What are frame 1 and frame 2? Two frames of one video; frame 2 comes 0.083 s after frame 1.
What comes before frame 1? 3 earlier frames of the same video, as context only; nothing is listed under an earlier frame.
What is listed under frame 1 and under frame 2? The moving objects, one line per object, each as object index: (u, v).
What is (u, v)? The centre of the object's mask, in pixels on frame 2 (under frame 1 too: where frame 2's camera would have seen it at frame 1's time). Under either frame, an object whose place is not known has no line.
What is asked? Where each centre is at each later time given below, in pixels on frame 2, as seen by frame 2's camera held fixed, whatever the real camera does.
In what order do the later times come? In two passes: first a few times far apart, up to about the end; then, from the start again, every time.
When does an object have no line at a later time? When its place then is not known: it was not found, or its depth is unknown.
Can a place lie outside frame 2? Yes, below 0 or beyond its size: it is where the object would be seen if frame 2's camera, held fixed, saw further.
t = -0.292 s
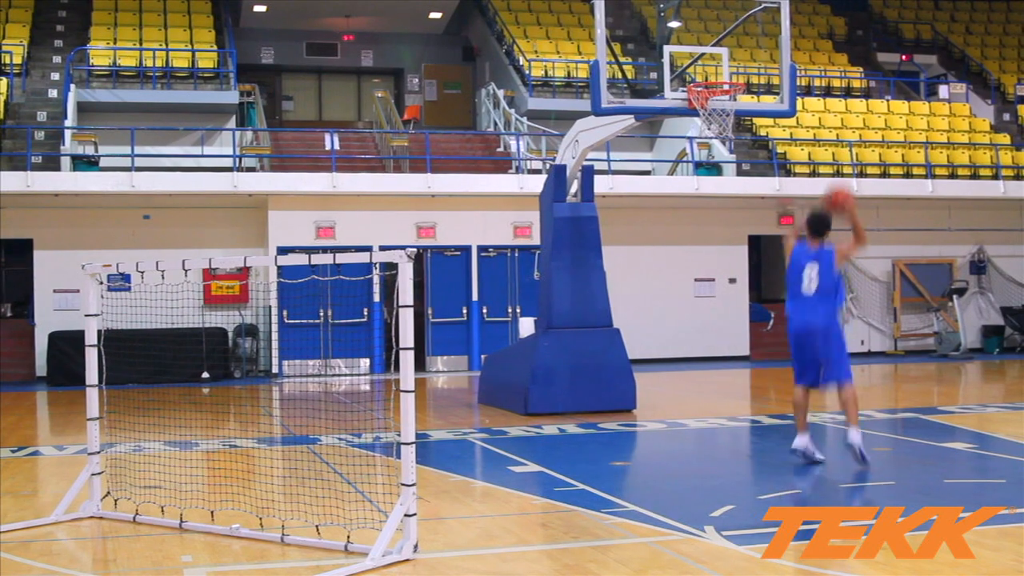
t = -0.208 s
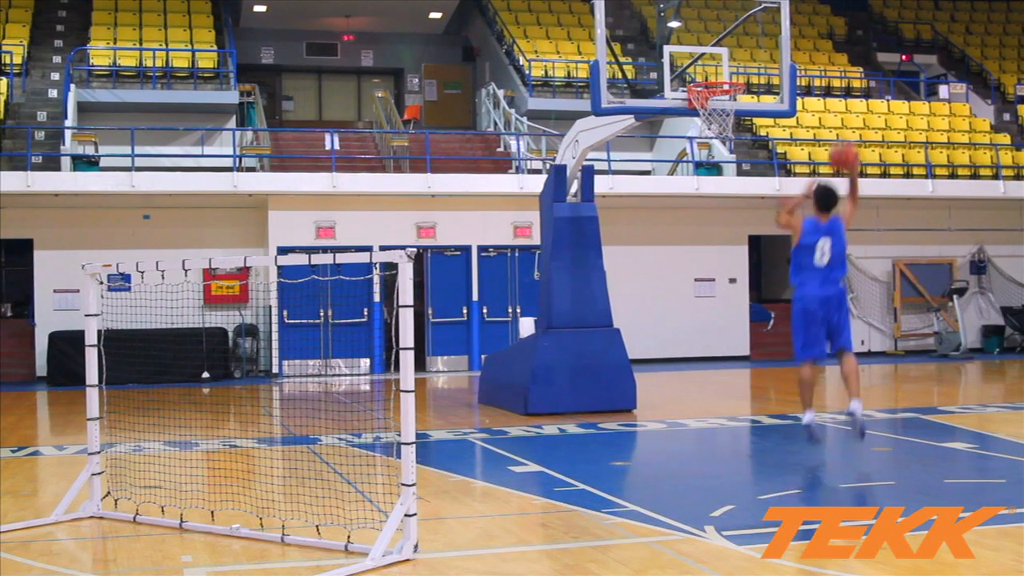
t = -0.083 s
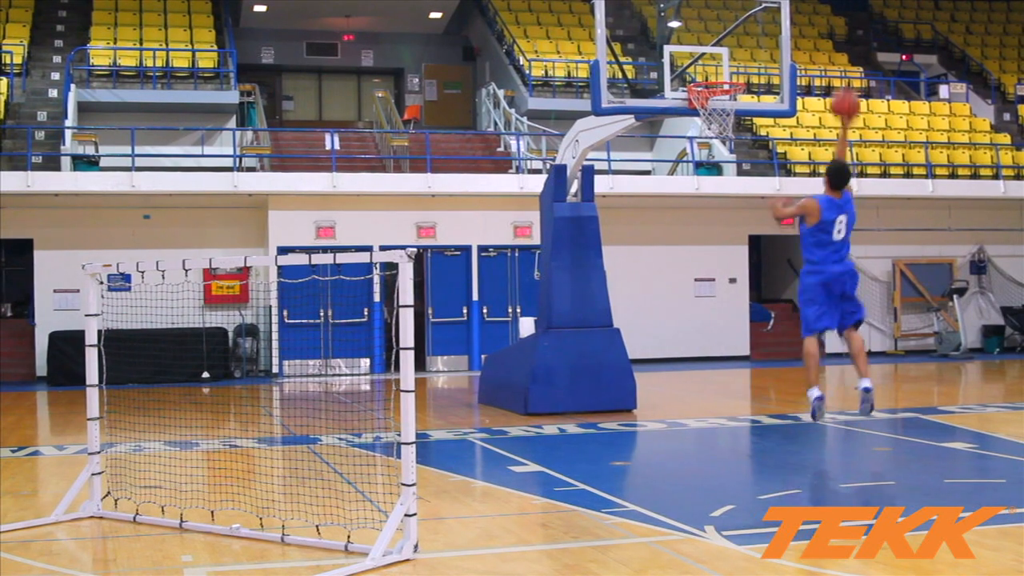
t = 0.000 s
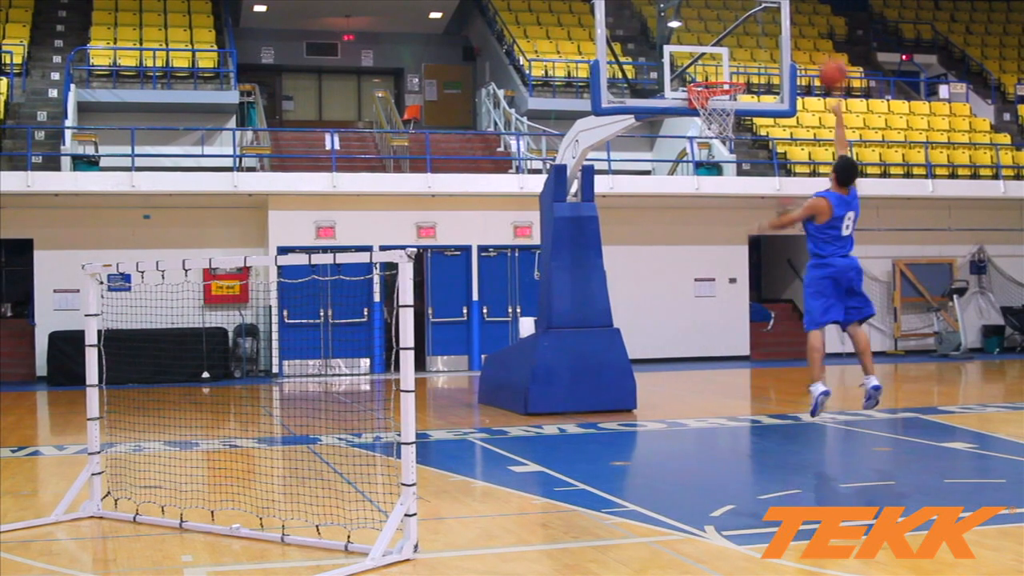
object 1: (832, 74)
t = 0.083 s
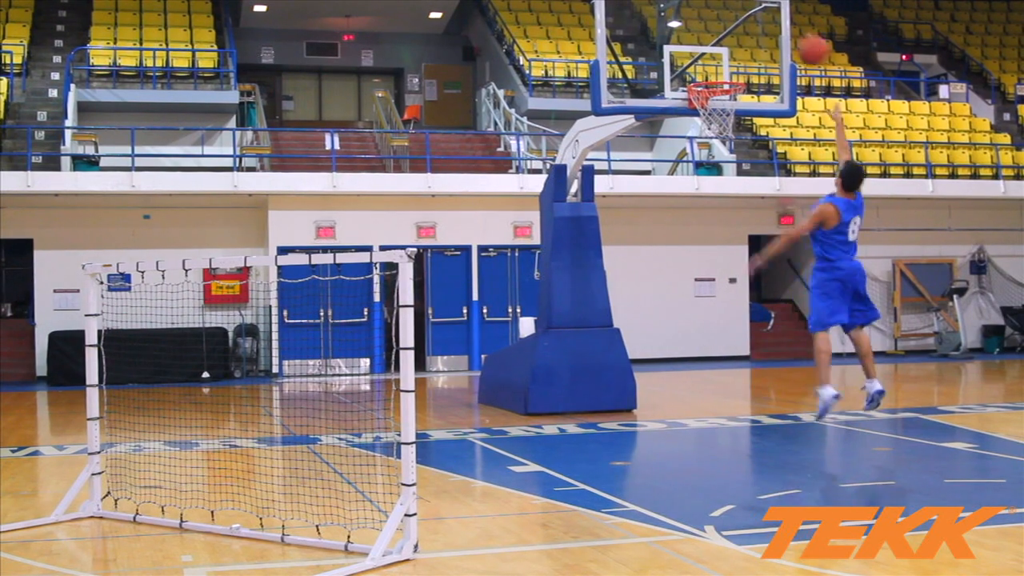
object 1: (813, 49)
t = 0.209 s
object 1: (784, 31)
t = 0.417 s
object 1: (742, 41)
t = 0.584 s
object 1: (708, 86)
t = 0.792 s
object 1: (736, 142)
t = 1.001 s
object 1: (756, 233)
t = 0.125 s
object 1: (804, 41)
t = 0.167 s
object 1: (795, 36)
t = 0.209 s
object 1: (784, 31)
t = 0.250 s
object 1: (775, 29)
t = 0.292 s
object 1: (767, 29)
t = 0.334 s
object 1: (759, 31)
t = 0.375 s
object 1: (750, 36)
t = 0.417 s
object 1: (742, 41)
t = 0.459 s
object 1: (733, 49)
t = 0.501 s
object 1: (725, 60)
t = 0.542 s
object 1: (716, 72)
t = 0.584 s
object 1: (708, 86)
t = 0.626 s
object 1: (712, 96)
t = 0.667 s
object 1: (720, 108)
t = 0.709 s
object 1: (725, 121)
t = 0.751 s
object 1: (731, 131)
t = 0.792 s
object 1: (736, 142)
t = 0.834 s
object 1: (740, 155)
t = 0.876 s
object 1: (744, 169)
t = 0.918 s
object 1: (747, 191)
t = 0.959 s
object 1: (751, 212)
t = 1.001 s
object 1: (756, 233)
